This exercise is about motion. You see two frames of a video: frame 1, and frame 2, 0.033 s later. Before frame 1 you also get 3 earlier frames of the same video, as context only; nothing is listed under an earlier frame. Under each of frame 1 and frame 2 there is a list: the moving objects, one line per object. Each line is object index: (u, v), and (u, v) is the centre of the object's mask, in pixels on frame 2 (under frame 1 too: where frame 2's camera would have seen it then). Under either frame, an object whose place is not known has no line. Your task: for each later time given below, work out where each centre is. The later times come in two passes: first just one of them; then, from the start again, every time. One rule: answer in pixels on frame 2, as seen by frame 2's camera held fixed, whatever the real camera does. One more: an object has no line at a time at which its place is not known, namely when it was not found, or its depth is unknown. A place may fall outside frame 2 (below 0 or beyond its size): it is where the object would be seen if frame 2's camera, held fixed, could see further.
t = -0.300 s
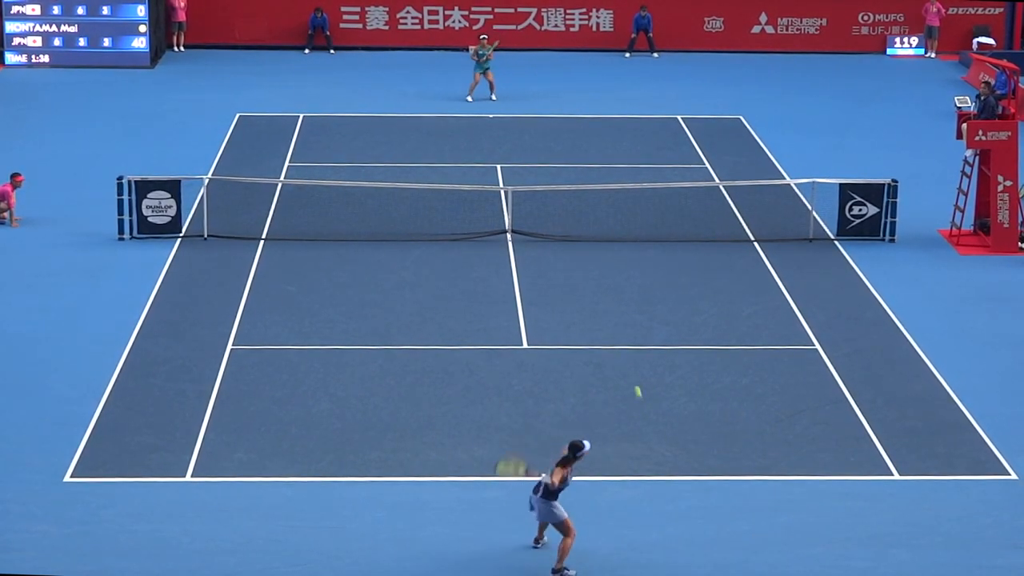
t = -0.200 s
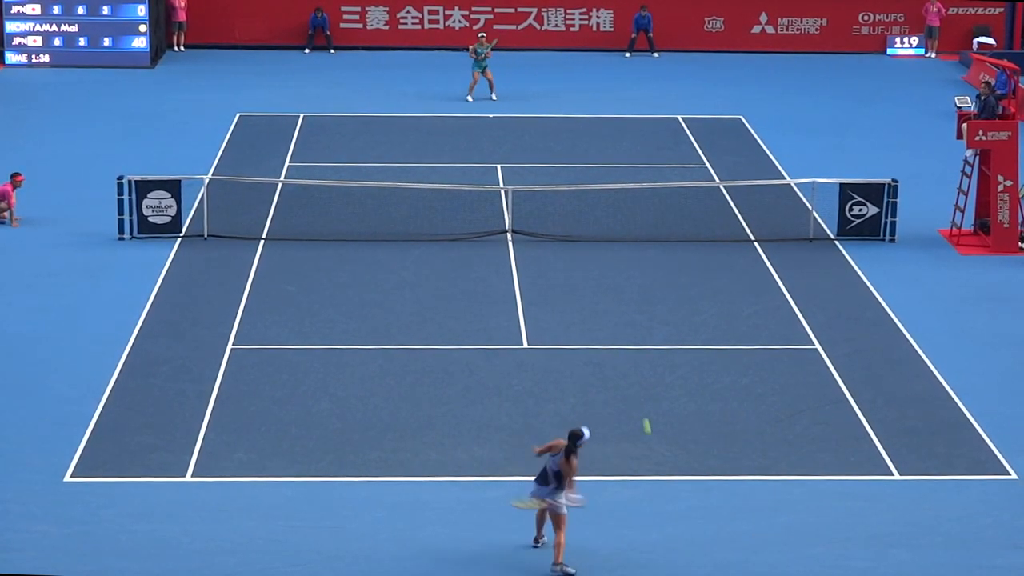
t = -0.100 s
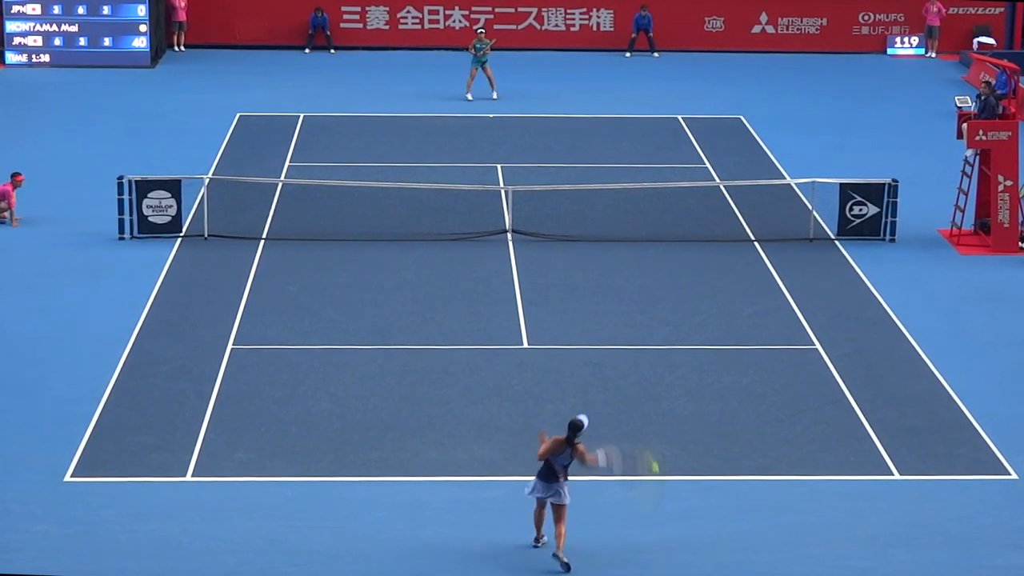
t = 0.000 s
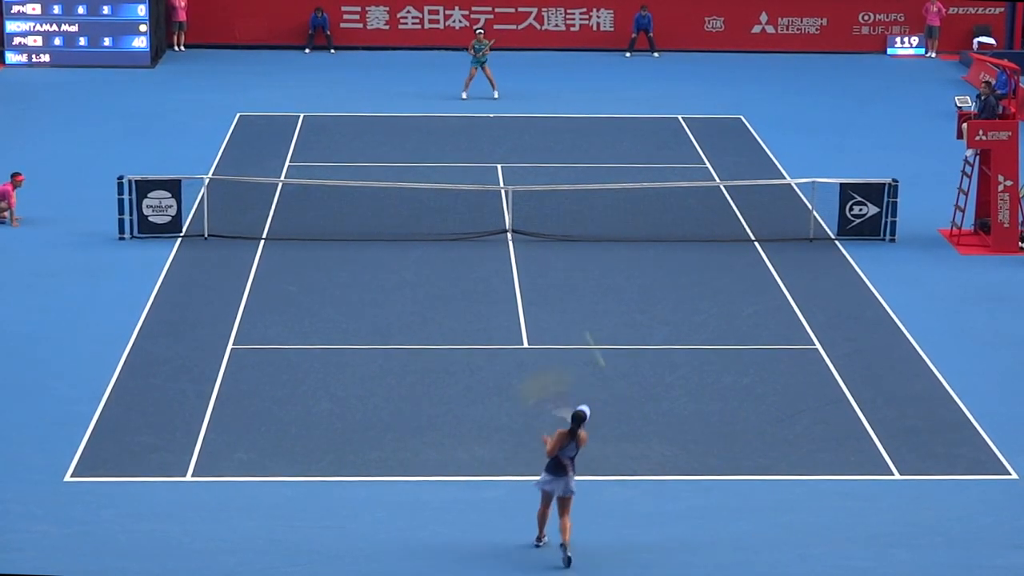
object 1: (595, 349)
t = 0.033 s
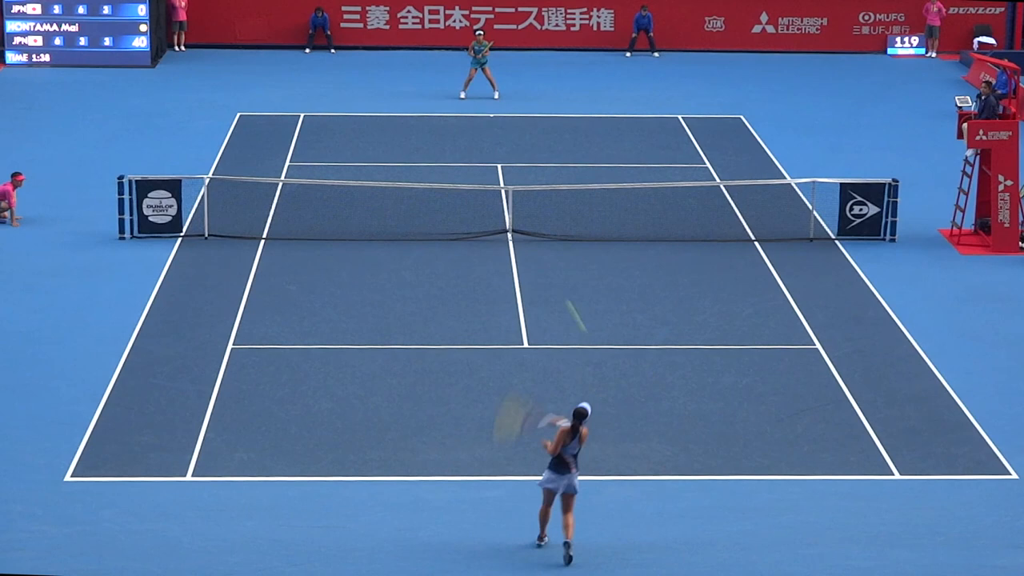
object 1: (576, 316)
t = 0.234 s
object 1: (489, 191)
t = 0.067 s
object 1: (559, 288)
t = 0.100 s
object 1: (543, 263)
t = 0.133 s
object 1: (528, 241)
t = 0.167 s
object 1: (515, 224)
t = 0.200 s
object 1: (499, 202)
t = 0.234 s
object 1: (489, 191)
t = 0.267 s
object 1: (476, 178)
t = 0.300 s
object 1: (466, 168)
